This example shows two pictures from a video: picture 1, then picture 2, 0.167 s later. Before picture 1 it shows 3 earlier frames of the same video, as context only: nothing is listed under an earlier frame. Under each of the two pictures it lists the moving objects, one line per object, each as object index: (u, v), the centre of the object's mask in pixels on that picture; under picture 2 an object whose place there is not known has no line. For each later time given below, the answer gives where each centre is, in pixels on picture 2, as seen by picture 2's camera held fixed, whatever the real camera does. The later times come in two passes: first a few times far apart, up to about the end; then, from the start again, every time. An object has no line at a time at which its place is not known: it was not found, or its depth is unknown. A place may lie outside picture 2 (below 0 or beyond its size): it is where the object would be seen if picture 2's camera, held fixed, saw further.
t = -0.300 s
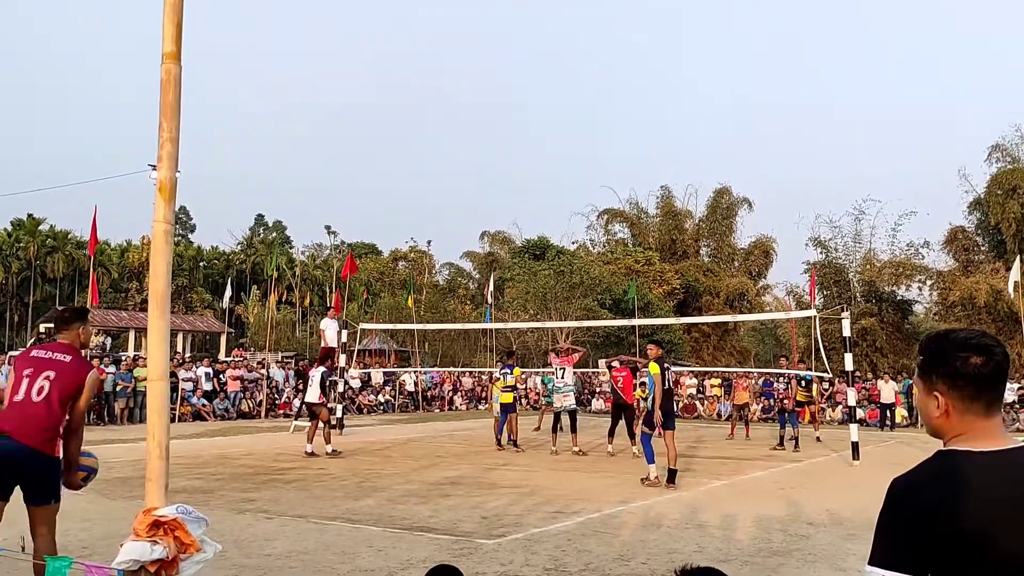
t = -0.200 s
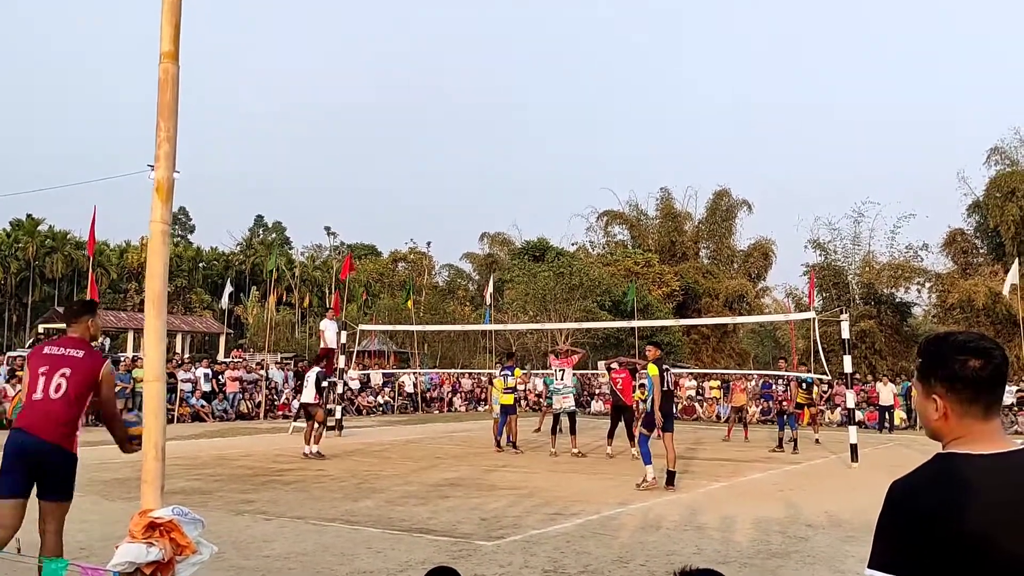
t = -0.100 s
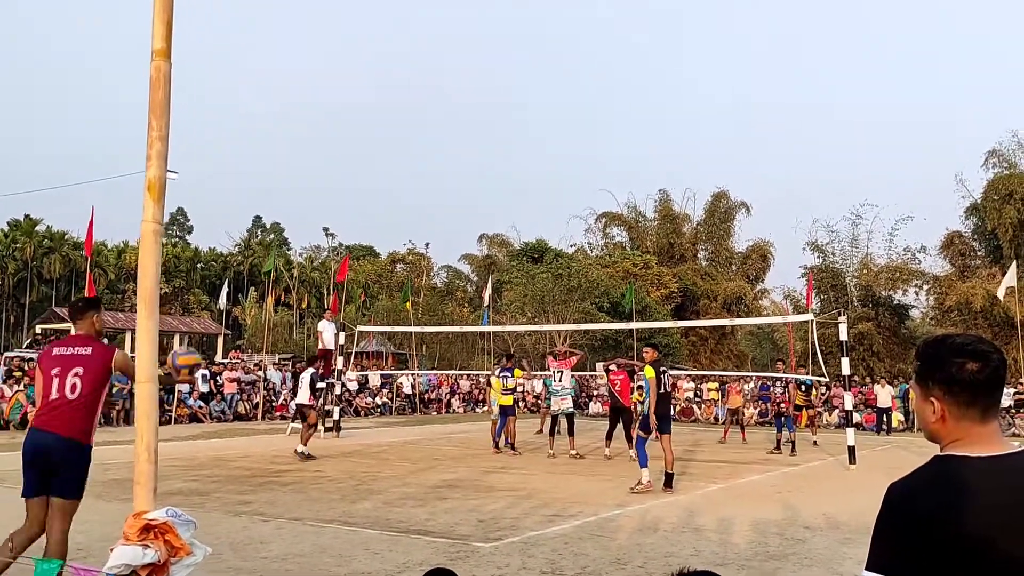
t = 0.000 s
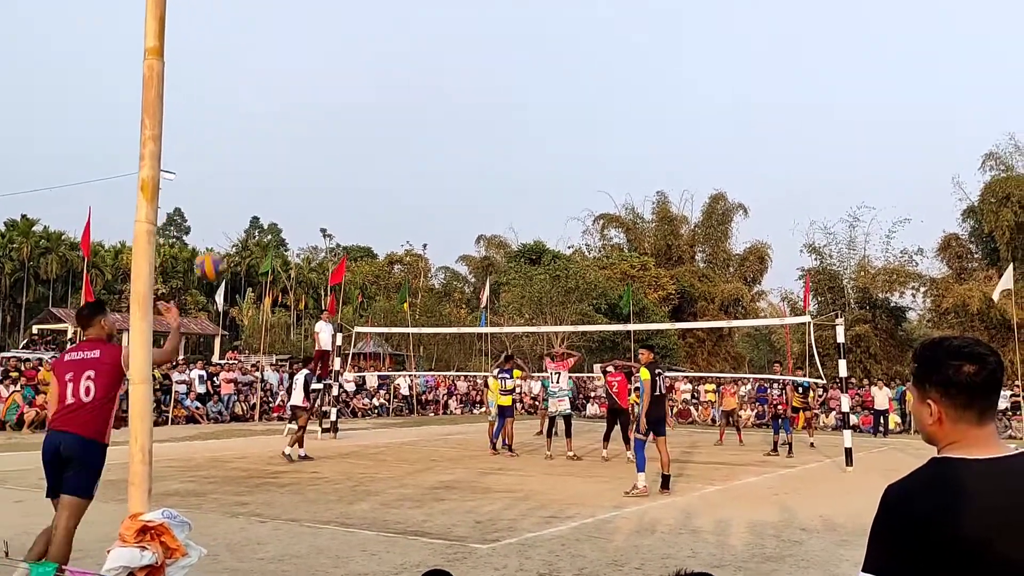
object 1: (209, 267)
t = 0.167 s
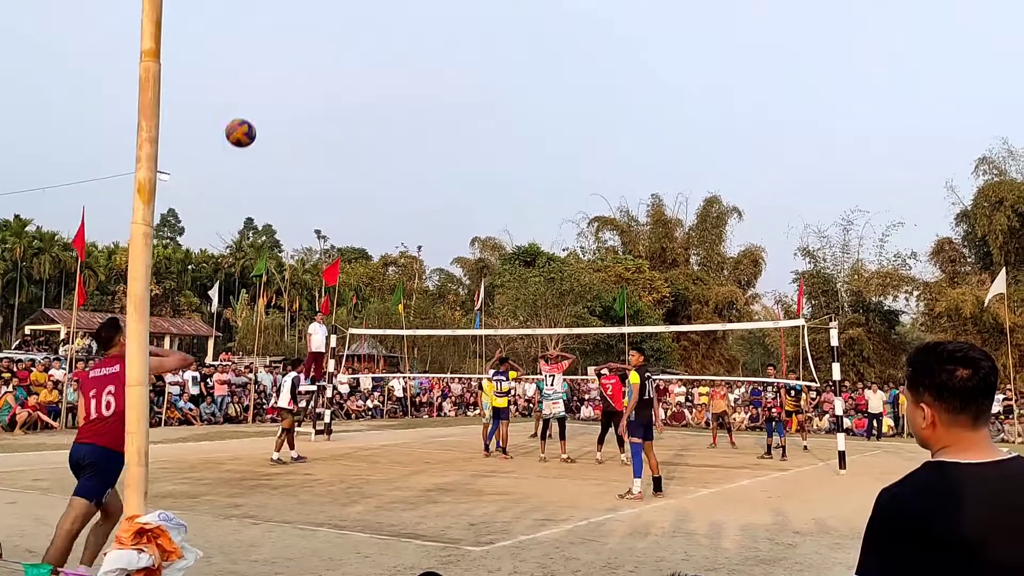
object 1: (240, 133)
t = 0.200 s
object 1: (246, 112)
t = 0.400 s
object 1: (282, 24)
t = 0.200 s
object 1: (246, 112)
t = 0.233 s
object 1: (252, 93)
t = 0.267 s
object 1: (258, 75)
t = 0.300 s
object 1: (265, 60)
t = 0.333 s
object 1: (271, 46)
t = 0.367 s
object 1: (277, 34)
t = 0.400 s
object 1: (282, 24)
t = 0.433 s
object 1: (287, 14)
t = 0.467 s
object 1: (293, 8)
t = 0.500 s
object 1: (298, 5)
